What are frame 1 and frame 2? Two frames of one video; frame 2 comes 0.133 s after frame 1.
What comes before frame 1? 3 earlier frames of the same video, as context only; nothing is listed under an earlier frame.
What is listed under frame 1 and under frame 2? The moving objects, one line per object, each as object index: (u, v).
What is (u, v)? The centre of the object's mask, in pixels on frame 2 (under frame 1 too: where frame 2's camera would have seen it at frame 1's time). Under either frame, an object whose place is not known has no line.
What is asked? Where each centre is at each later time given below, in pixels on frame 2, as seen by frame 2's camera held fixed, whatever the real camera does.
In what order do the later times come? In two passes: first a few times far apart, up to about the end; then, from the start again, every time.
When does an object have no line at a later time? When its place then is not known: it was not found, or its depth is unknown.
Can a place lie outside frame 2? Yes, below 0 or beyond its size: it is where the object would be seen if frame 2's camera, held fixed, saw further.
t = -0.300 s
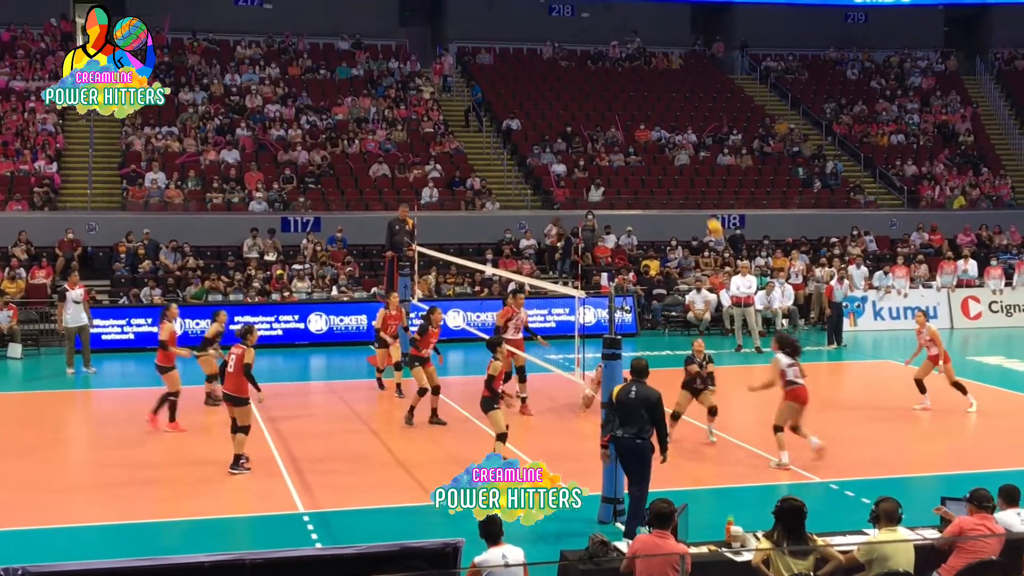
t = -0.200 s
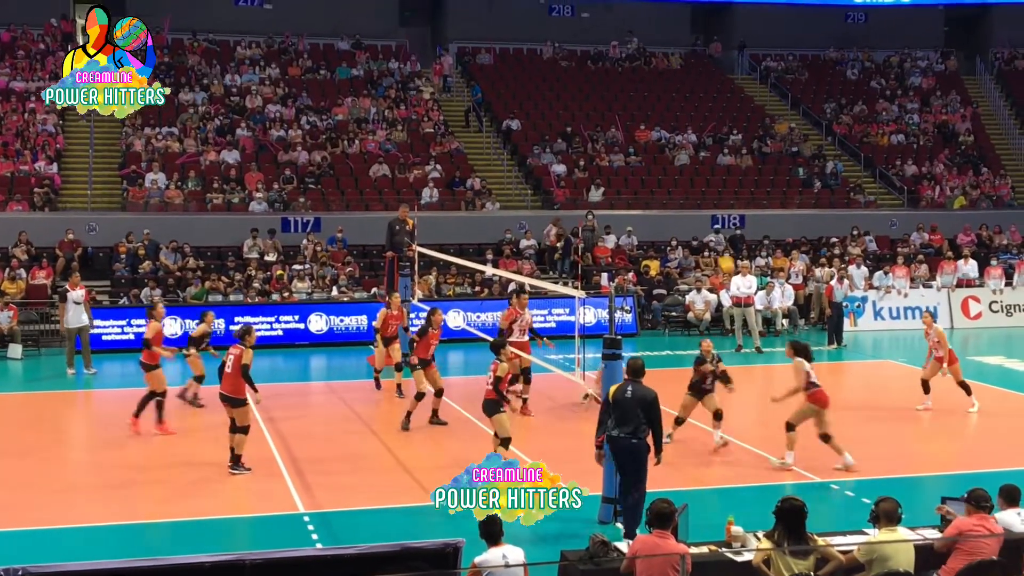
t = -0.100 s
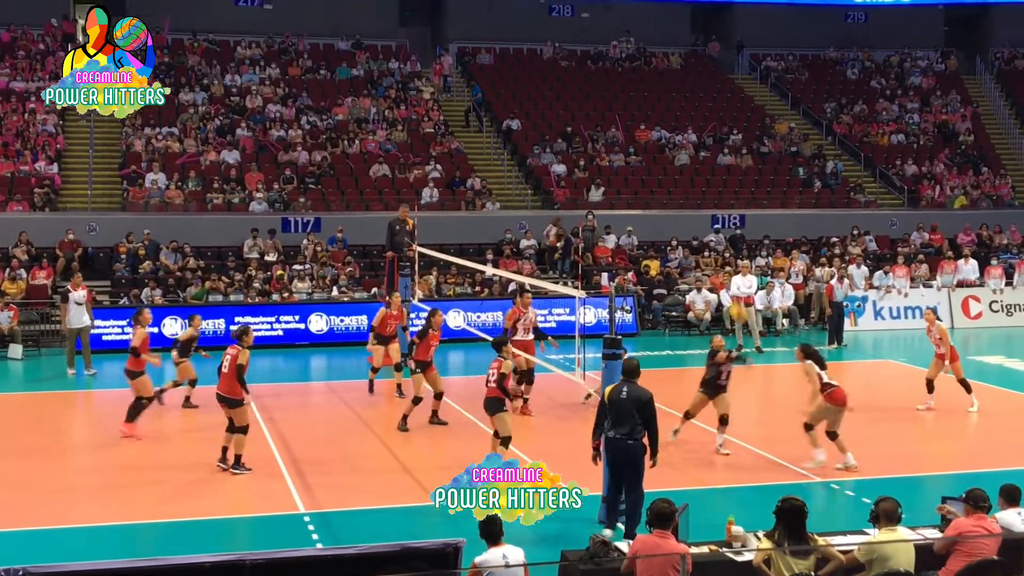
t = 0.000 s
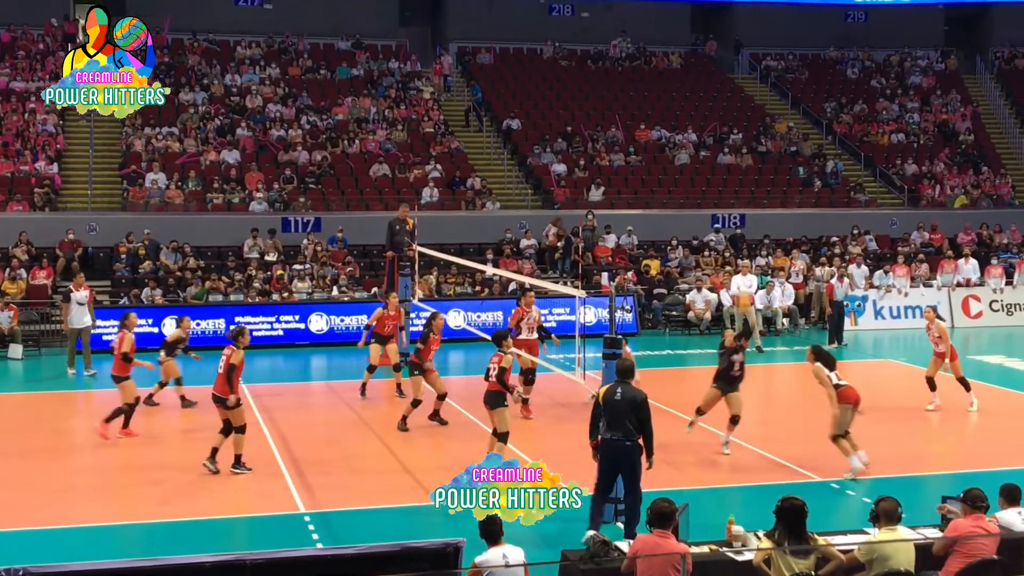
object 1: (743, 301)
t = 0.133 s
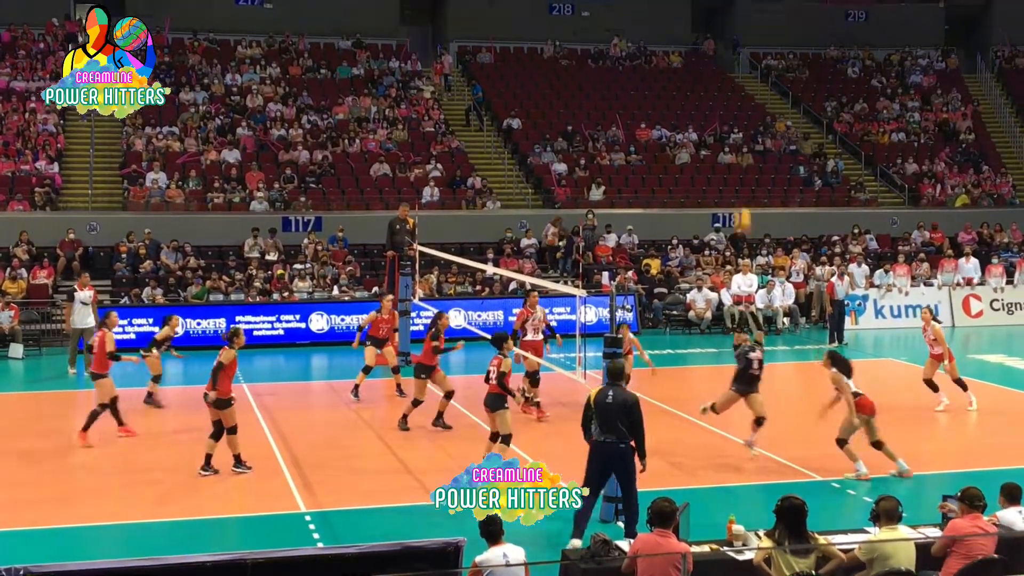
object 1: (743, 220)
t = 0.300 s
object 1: (742, 143)
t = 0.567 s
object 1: (745, 69)
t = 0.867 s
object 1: (746, 54)
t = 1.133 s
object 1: (747, 96)
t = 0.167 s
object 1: (743, 203)
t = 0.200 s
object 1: (742, 187)
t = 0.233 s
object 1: (742, 173)
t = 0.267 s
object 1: (742, 158)
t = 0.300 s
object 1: (742, 143)
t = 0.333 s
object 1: (743, 132)
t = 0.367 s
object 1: (743, 120)
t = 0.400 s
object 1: (743, 109)
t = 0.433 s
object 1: (744, 99)
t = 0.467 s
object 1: (744, 90)
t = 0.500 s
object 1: (744, 83)
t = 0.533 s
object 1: (744, 76)
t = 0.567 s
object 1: (745, 69)
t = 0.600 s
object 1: (744, 64)
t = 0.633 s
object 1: (745, 60)
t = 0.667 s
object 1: (745, 57)
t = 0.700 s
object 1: (745, 54)
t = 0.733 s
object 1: (745, 52)
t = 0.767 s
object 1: (745, 52)
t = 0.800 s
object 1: (746, 52)
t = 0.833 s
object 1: (746, 52)
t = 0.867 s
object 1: (746, 54)
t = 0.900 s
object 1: (746, 56)
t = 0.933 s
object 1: (747, 59)
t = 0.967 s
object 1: (747, 64)
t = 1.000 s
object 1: (747, 69)
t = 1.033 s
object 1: (747, 74)
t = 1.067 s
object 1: (747, 81)
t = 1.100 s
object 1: (747, 88)
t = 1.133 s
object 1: (747, 96)
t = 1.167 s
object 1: (748, 105)
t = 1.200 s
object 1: (748, 114)
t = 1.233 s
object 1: (748, 124)
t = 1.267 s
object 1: (748, 134)
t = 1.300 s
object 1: (749, 147)
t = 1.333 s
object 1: (749, 160)
